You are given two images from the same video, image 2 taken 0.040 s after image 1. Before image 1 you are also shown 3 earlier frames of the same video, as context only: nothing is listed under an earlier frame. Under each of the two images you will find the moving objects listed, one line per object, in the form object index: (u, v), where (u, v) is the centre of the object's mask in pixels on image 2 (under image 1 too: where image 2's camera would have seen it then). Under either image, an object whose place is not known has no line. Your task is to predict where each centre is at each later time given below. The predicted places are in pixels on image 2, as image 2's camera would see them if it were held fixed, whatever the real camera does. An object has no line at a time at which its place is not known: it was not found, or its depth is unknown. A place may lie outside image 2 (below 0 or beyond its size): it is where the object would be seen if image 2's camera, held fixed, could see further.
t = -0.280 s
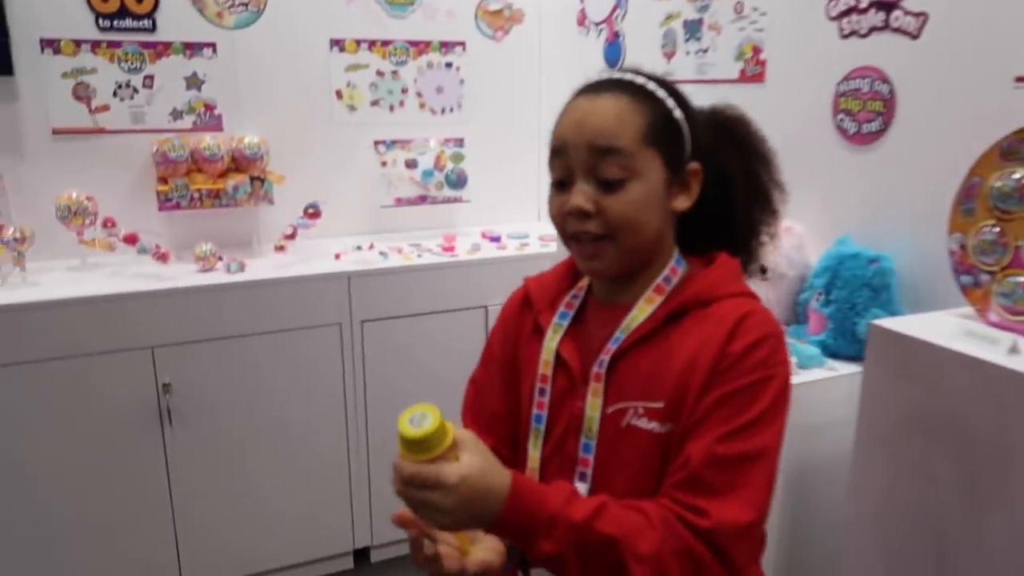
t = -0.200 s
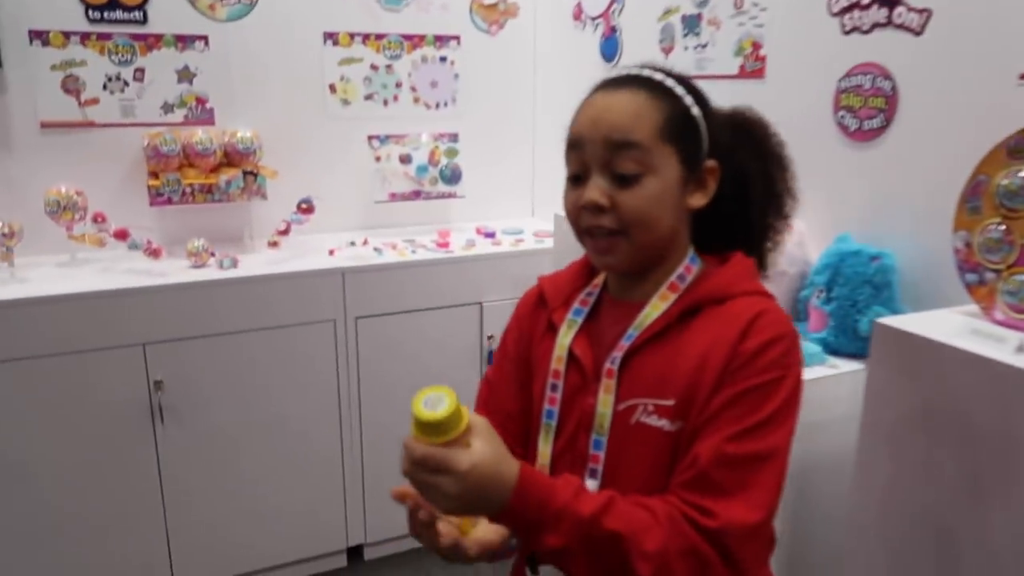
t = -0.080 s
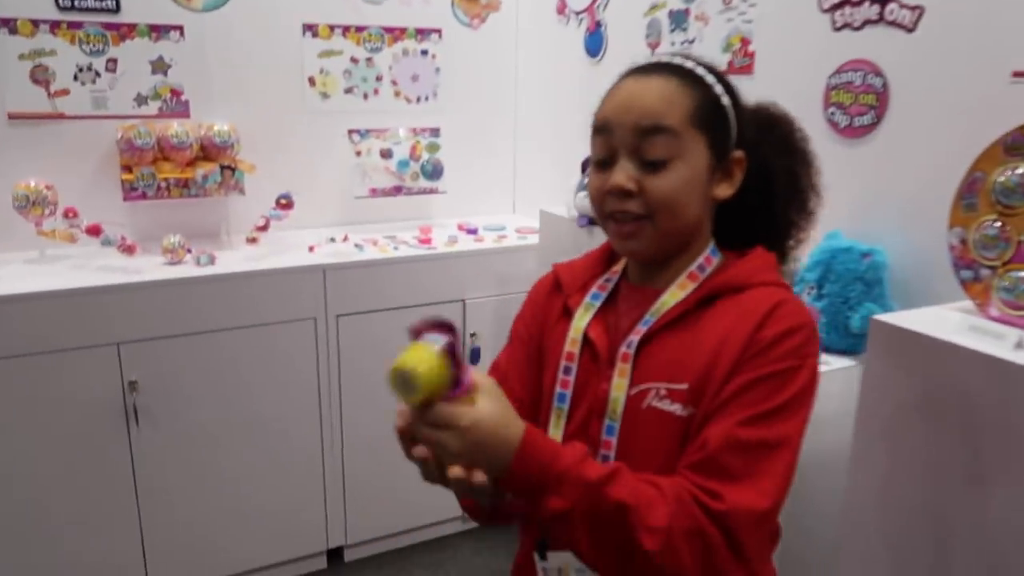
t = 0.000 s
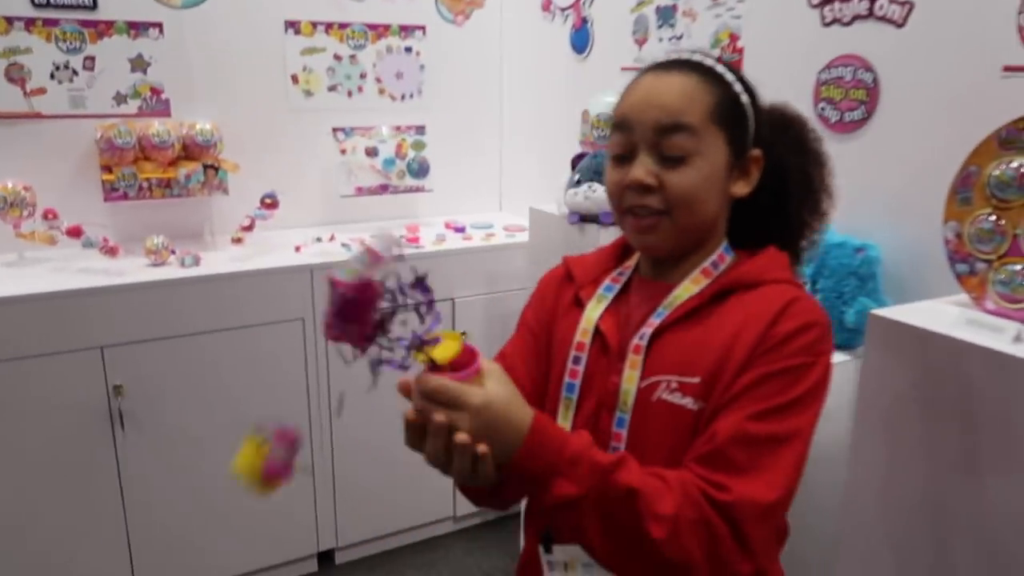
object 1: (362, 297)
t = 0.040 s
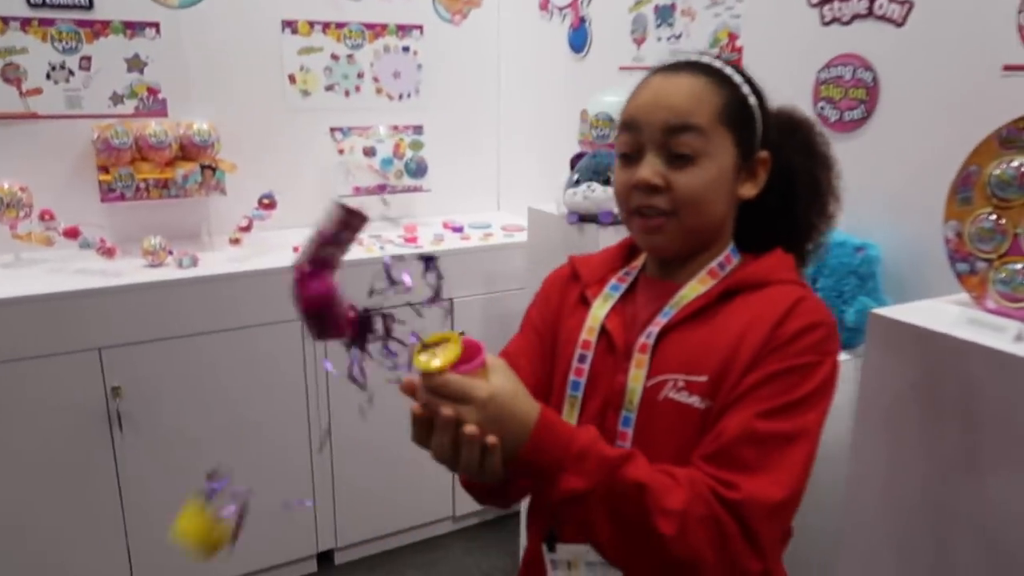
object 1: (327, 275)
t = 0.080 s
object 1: (274, 318)
